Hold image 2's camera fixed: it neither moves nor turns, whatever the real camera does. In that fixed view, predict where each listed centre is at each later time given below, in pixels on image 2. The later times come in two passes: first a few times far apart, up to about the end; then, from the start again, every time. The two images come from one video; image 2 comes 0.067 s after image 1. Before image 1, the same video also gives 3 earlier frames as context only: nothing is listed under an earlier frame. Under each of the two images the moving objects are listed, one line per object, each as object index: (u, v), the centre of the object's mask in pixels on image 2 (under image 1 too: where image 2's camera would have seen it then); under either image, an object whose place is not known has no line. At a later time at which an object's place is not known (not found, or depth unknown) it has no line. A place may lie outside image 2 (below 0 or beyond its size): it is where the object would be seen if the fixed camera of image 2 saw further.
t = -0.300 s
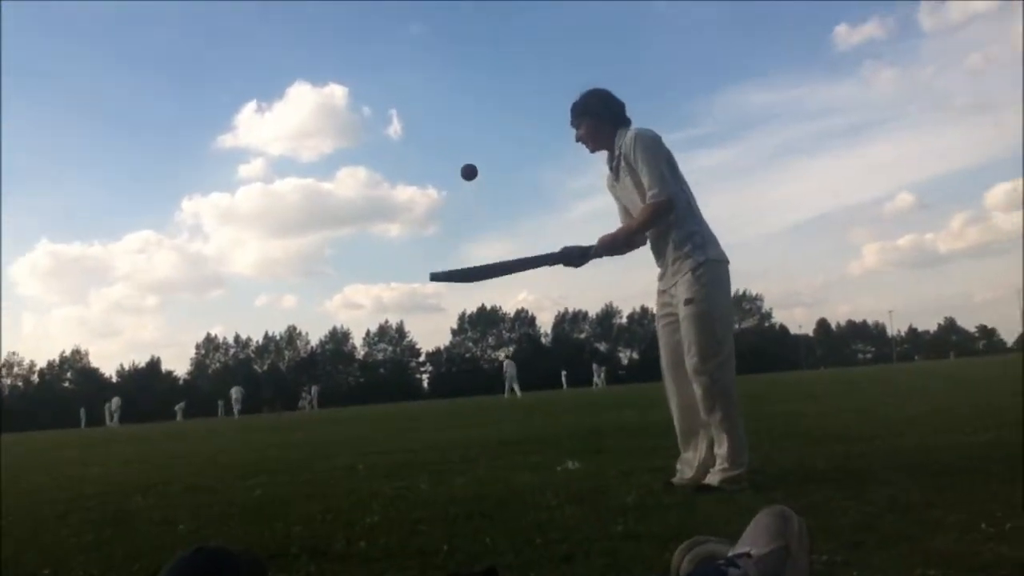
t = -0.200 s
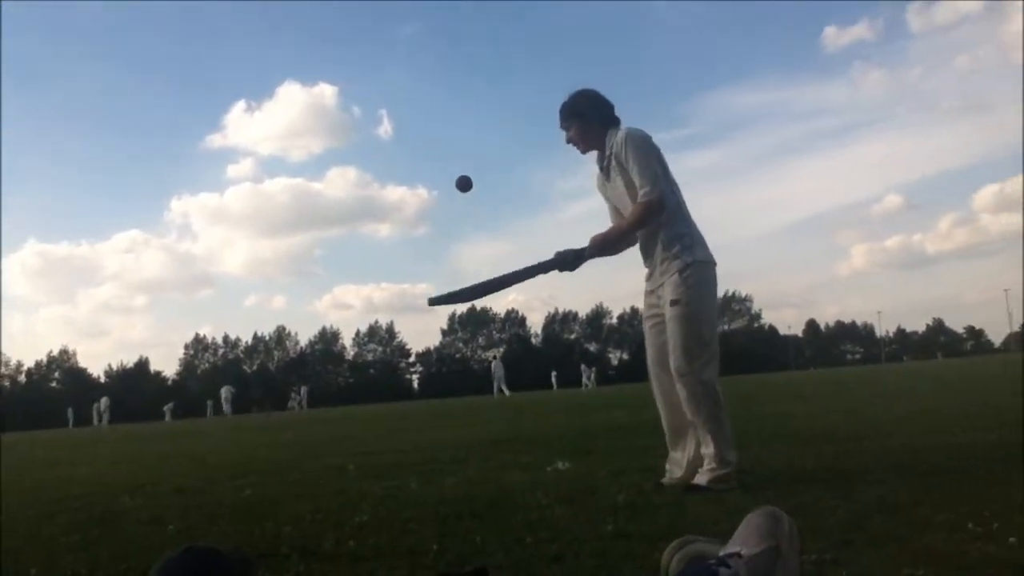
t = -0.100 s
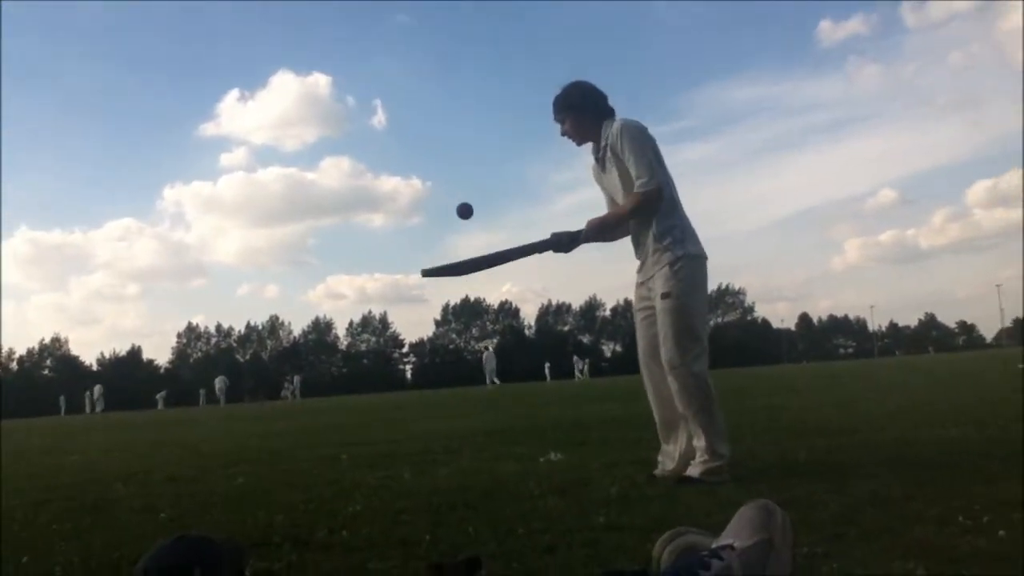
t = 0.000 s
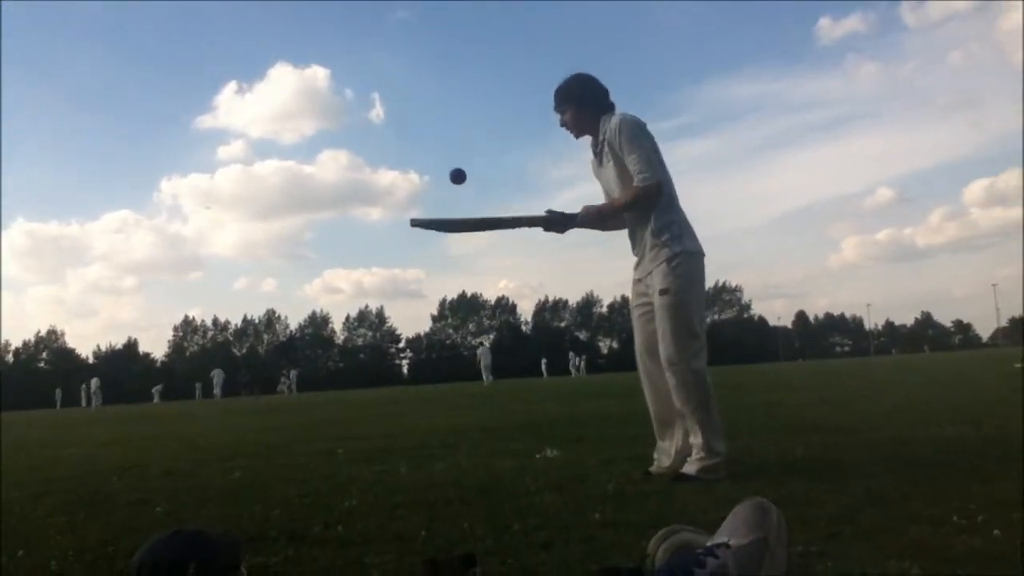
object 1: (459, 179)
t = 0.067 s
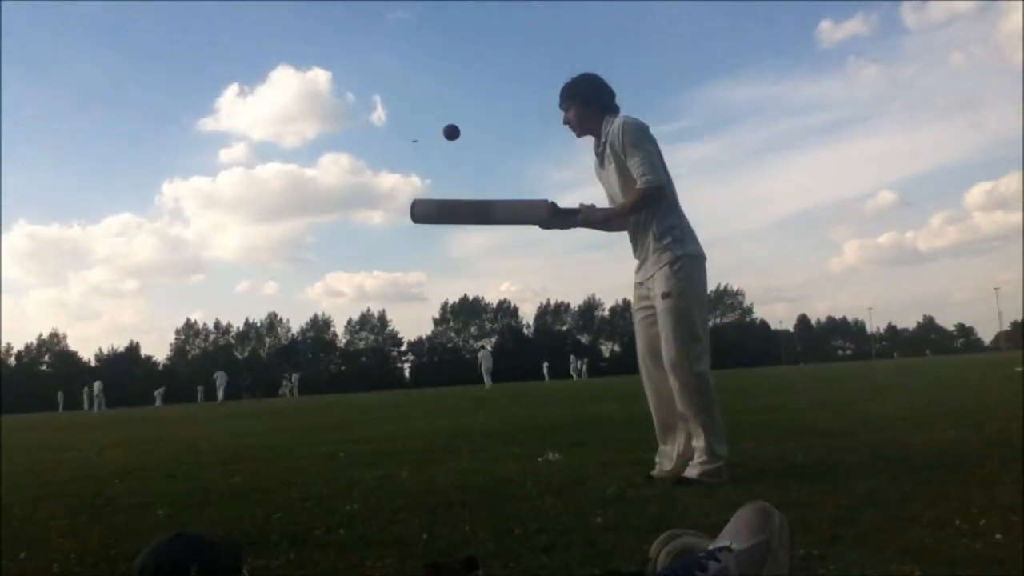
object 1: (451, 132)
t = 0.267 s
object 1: (433, 50)
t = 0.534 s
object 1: (416, 85)
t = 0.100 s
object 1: (448, 113)
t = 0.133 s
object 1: (445, 94)
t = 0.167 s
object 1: (441, 80)
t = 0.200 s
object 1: (438, 68)
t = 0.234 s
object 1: (435, 57)
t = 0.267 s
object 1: (433, 50)
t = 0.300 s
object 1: (430, 45)
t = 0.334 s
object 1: (428, 42)
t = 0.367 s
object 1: (425, 44)
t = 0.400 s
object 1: (424, 46)
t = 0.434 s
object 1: (421, 52)
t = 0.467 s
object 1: (419, 60)
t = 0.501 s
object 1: (418, 70)
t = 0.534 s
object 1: (416, 85)
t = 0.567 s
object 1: (415, 102)
